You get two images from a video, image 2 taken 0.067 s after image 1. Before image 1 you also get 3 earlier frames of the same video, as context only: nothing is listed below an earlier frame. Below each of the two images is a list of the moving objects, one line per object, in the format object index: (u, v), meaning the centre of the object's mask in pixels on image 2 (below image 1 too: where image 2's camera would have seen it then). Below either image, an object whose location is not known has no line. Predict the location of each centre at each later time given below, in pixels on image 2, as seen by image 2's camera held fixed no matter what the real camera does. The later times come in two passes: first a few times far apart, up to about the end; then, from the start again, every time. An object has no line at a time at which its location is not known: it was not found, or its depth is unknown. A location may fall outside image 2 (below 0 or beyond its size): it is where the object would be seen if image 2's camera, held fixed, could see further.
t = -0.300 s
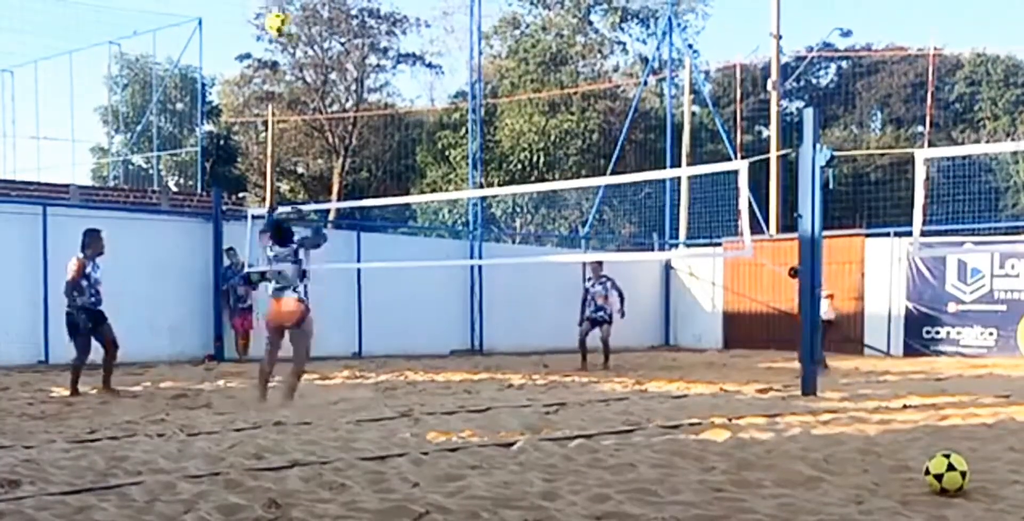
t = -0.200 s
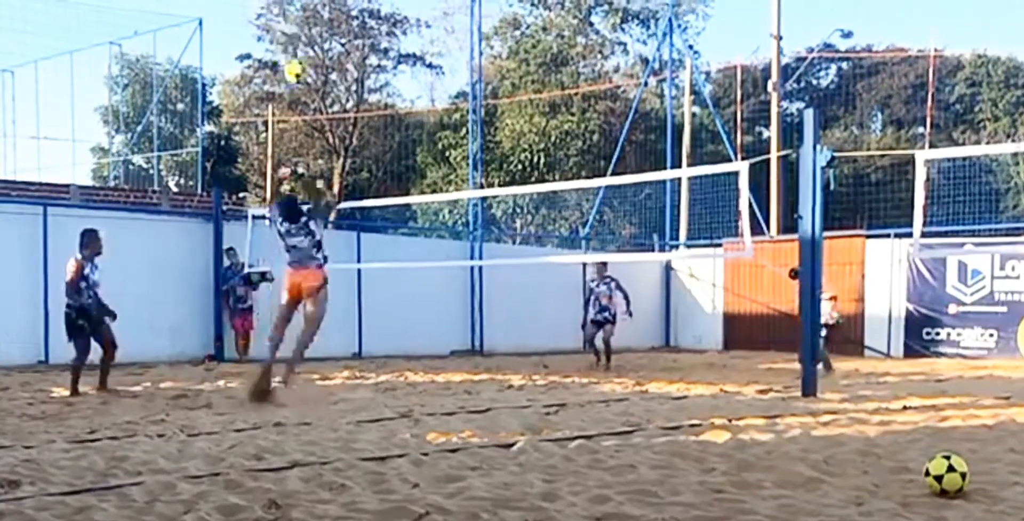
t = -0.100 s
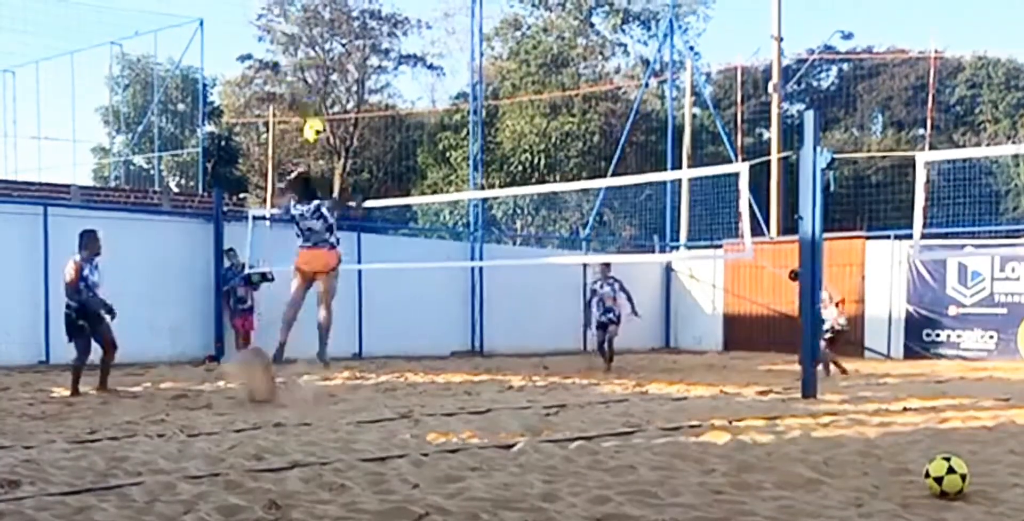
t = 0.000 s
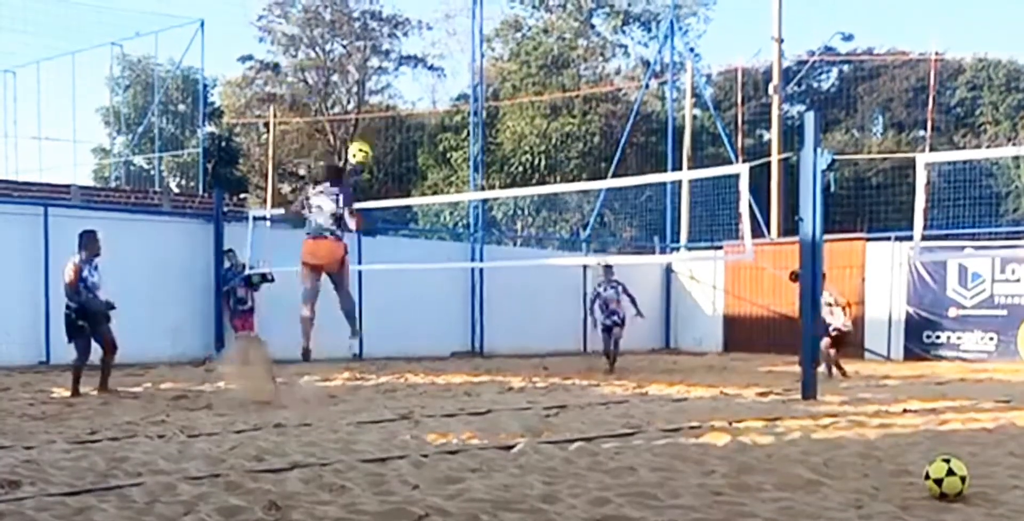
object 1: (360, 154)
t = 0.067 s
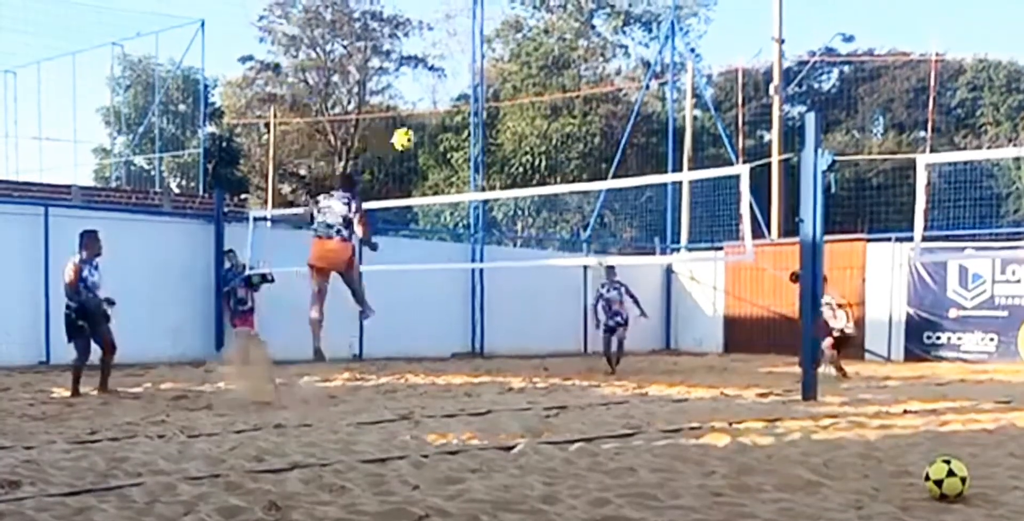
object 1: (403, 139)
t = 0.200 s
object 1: (479, 127)
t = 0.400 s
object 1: (573, 143)
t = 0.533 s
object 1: (624, 169)
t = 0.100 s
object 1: (423, 135)
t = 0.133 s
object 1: (442, 130)
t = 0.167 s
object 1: (460, 126)
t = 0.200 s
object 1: (479, 127)
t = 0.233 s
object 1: (496, 128)
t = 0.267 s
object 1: (513, 128)
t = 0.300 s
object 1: (528, 130)
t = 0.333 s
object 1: (545, 135)
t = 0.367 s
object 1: (559, 138)
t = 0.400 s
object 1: (573, 143)
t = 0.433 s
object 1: (587, 149)
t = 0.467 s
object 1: (600, 156)
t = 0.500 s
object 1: (613, 162)
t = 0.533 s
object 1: (624, 169)
